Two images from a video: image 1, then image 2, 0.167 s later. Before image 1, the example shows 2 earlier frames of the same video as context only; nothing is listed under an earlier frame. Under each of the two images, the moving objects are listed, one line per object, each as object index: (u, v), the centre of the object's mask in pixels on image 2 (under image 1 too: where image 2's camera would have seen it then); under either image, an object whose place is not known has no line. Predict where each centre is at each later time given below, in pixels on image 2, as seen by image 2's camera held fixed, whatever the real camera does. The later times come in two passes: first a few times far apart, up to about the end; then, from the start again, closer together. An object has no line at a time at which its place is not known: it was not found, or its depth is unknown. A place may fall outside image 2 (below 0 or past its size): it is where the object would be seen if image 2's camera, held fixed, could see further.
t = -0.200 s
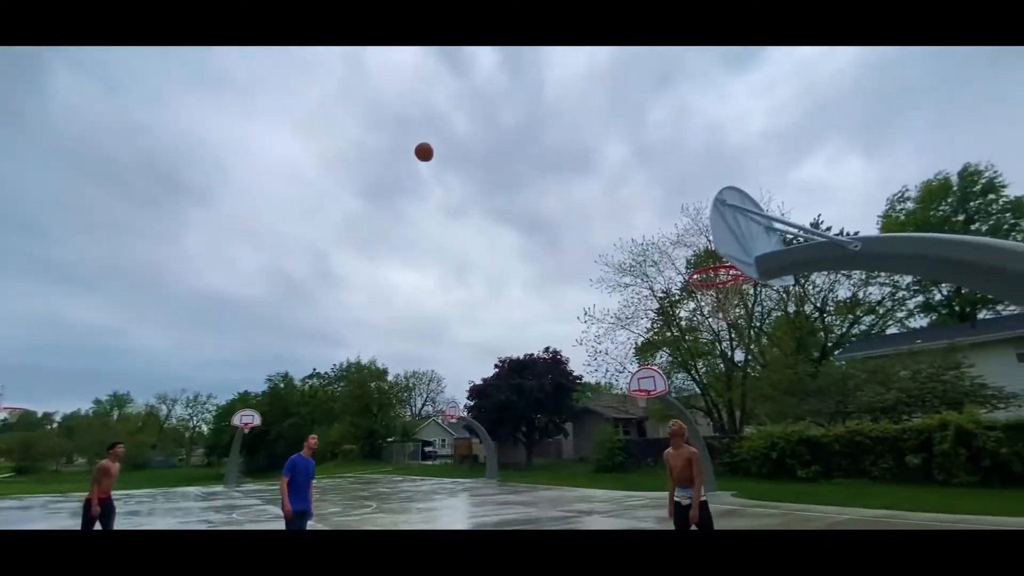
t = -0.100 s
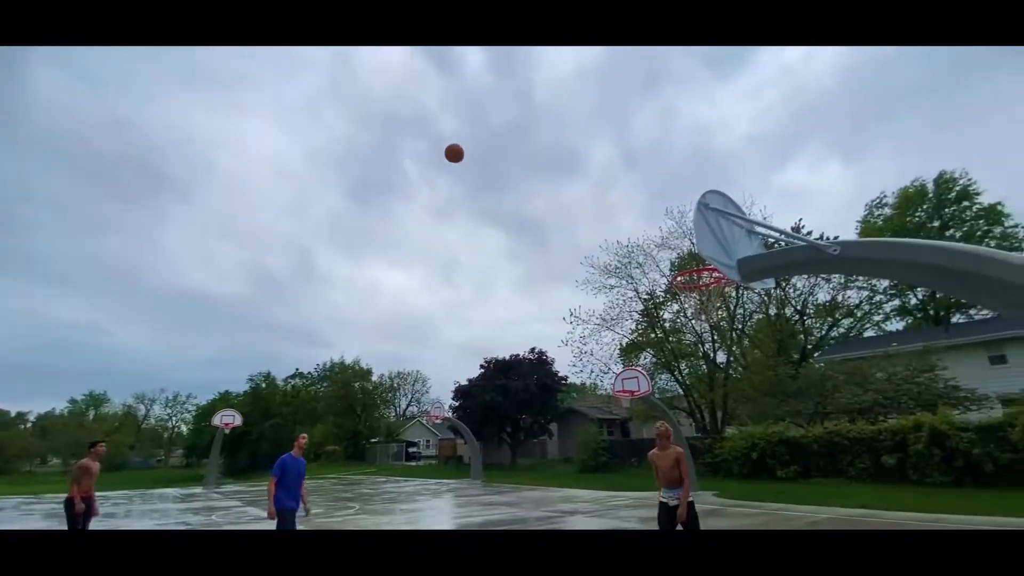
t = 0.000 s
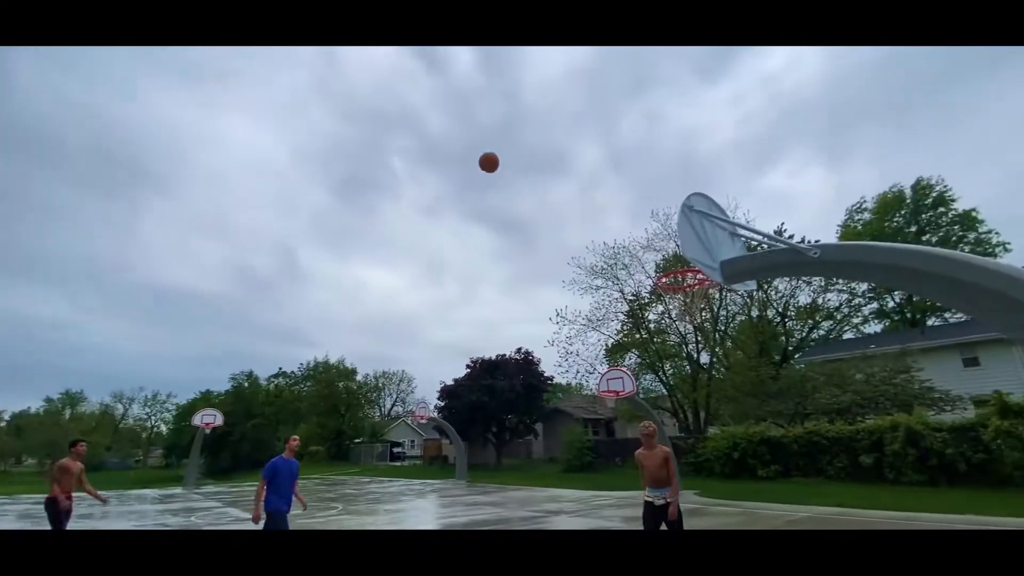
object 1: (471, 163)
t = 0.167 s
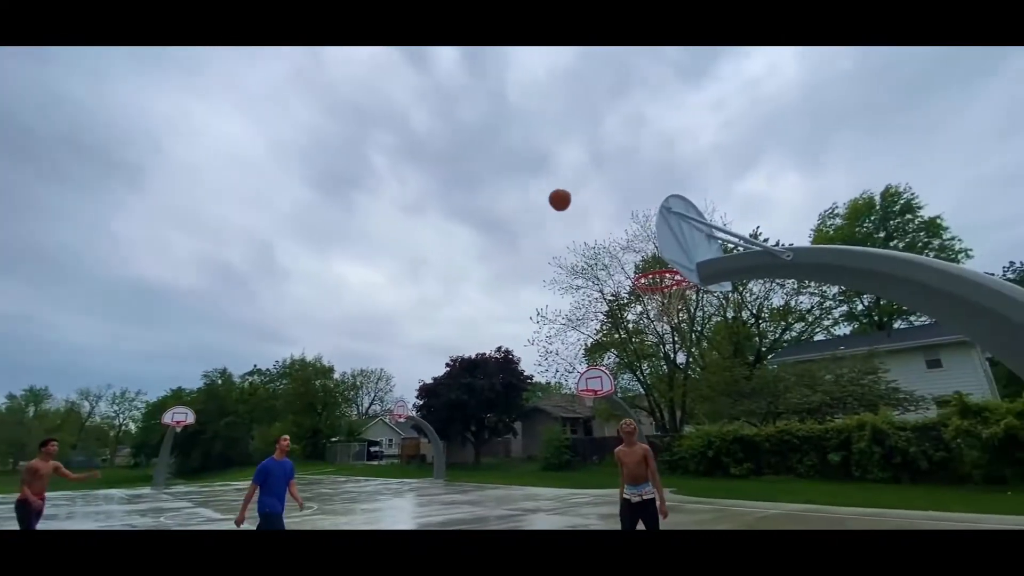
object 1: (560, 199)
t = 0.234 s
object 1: (601, 226)
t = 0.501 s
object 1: (635, 324)
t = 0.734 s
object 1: (592, 378)
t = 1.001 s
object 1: (541, 533)
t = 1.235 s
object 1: (498, 558)
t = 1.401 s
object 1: (472, 475)
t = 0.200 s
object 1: (579, 211)
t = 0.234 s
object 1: (601, 226)
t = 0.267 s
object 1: (626, 241)
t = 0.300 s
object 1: (648, 260)
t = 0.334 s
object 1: (669, 279)
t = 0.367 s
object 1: (671, 293)
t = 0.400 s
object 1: (658, 308)
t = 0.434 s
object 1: (648, 317)
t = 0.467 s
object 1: (640, 321)
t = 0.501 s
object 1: (635, 324)
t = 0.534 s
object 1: (629, 327)
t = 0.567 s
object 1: (623, 332)
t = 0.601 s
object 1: (616, 340)
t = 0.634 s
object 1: (609, 347)
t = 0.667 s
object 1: (604, 356)
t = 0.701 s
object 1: (598, 367)
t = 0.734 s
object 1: (592, 378)
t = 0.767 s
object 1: (586, 390)
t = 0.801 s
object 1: (580, 406)
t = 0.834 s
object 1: (573, 425)
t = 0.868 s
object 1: (567, 443)
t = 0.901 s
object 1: (562, 463)
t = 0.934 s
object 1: (555, 487)
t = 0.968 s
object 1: (549, 508)
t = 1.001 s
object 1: (541, 533)
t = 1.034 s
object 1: (534, 558)
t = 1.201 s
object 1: (503, 568)
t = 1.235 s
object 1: (498, 558)
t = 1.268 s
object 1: (492, 538)
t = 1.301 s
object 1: (487, 520)
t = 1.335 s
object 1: (481, 503)
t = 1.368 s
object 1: (478, 487)
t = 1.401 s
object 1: (472, 475)
